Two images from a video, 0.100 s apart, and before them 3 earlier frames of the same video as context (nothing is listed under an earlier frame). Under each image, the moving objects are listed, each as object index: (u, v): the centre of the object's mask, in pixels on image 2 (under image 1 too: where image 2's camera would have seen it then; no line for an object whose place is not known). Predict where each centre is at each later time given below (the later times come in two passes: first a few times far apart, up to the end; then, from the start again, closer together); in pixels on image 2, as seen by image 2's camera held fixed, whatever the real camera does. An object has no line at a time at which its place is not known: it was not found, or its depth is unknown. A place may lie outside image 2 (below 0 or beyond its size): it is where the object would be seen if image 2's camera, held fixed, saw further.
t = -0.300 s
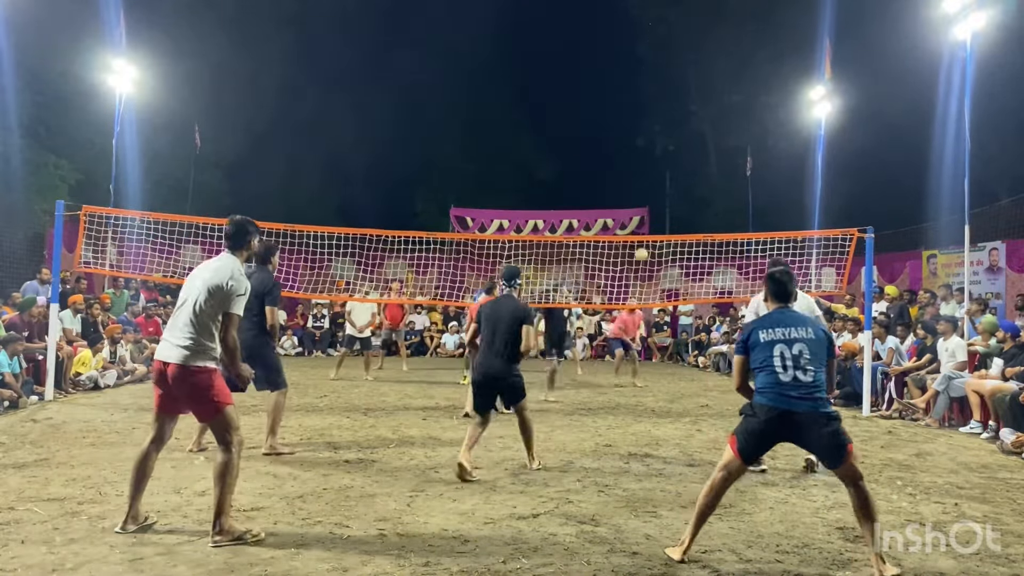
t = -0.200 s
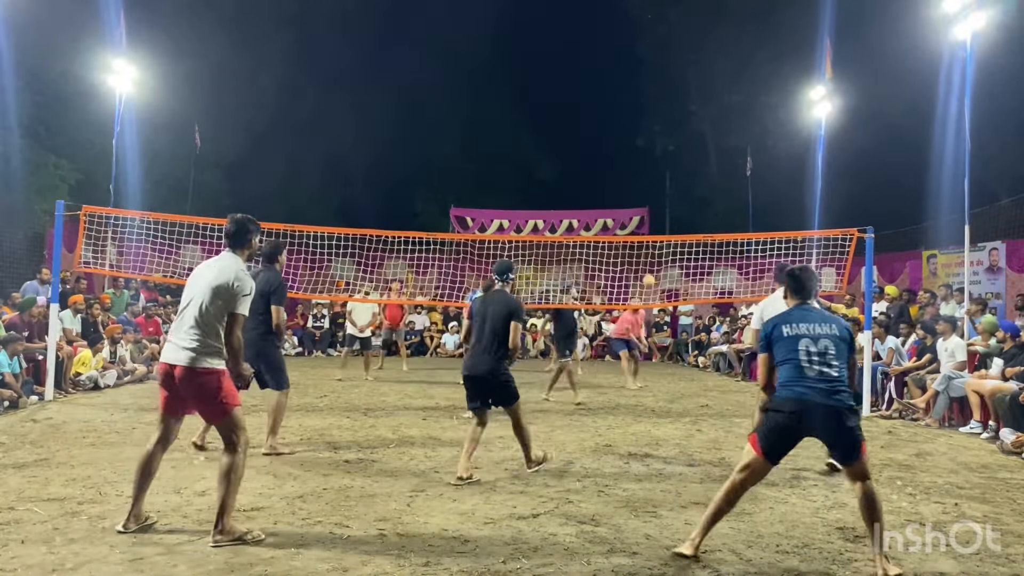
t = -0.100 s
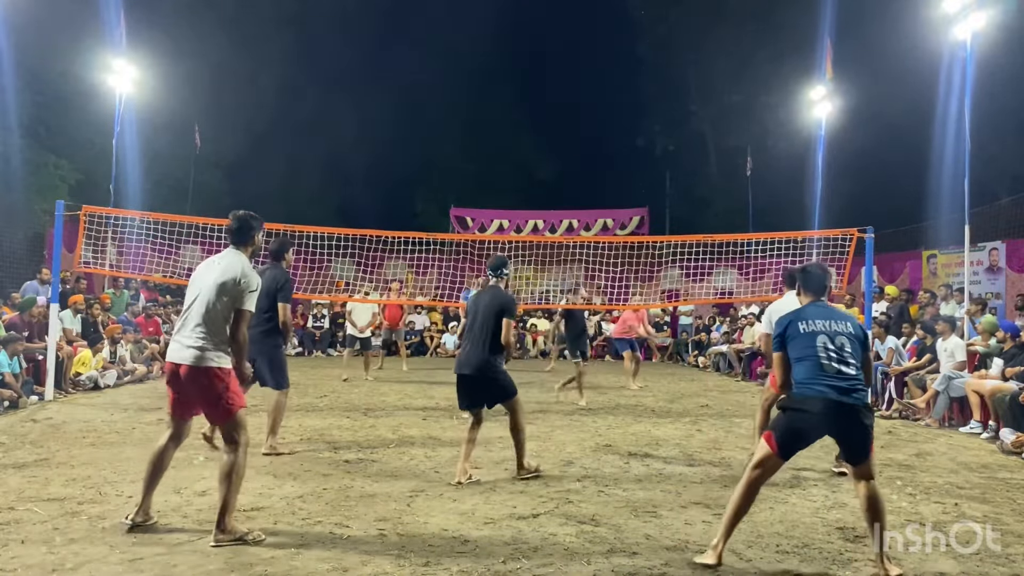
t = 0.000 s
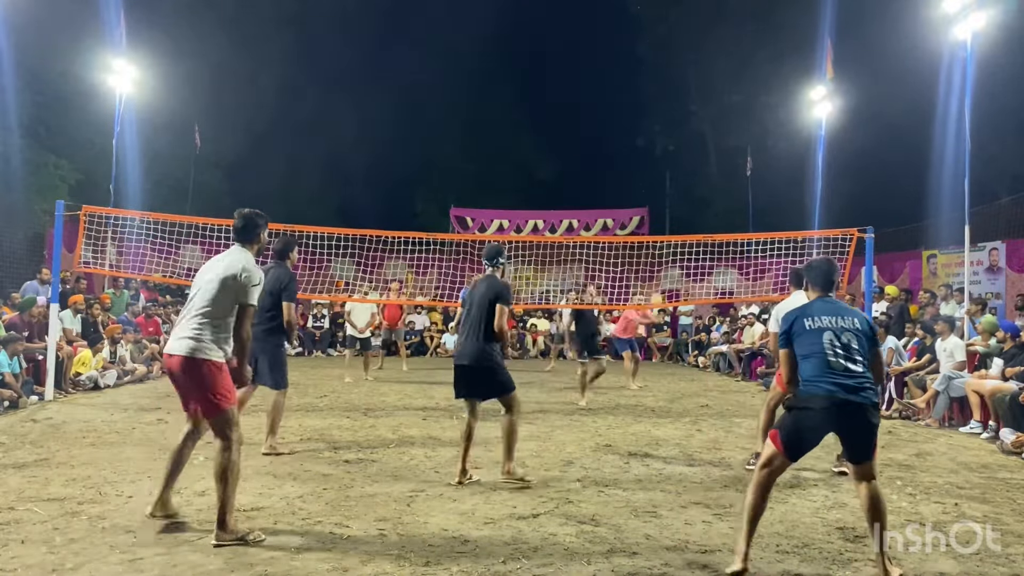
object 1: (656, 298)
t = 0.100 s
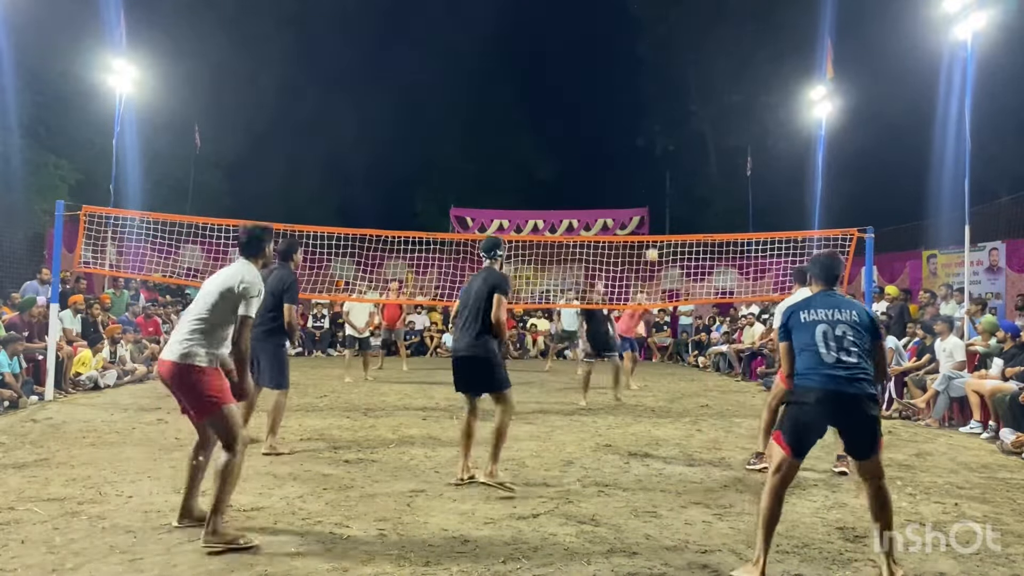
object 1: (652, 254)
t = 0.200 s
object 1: (647, 213)
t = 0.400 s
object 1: (632, 135)
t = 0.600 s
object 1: (611, 71)
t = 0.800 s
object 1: (578, 29)
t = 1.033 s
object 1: (515, 32)
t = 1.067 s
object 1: (503, 39)
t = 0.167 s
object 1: (649, 227)
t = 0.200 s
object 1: (647, 213)
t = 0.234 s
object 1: (645, 198)
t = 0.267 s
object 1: (643, 185)
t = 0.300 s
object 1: (640, 172)
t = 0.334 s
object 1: (637, 159)
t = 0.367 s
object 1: (635, 147)
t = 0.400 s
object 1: (632, 135)
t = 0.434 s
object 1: (630, 123)
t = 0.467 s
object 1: (626, 111)
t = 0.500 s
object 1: (623, 101)
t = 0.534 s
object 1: (619, 90)
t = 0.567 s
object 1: (615, 80)
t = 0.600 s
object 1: (611, 71)
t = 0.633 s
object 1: (606, 62)
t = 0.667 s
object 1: (602, 54)
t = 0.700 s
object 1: (597, 46)
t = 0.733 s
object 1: (591, 39)
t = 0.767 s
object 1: (585, 34)
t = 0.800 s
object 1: (578, 29)
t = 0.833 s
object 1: (571, 25)
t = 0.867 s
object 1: (564, 23)
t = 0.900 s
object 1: (556, 21)
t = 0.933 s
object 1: (547, 21)
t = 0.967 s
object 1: (537, 23)
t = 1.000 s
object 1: (527, 26)
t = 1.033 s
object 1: (515, 32)
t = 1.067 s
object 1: (503, 39)
